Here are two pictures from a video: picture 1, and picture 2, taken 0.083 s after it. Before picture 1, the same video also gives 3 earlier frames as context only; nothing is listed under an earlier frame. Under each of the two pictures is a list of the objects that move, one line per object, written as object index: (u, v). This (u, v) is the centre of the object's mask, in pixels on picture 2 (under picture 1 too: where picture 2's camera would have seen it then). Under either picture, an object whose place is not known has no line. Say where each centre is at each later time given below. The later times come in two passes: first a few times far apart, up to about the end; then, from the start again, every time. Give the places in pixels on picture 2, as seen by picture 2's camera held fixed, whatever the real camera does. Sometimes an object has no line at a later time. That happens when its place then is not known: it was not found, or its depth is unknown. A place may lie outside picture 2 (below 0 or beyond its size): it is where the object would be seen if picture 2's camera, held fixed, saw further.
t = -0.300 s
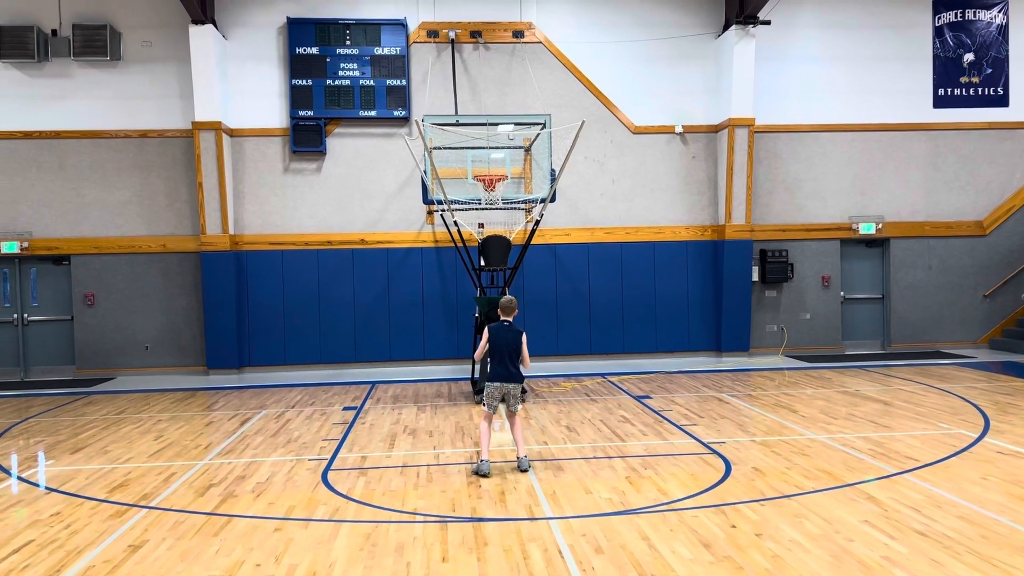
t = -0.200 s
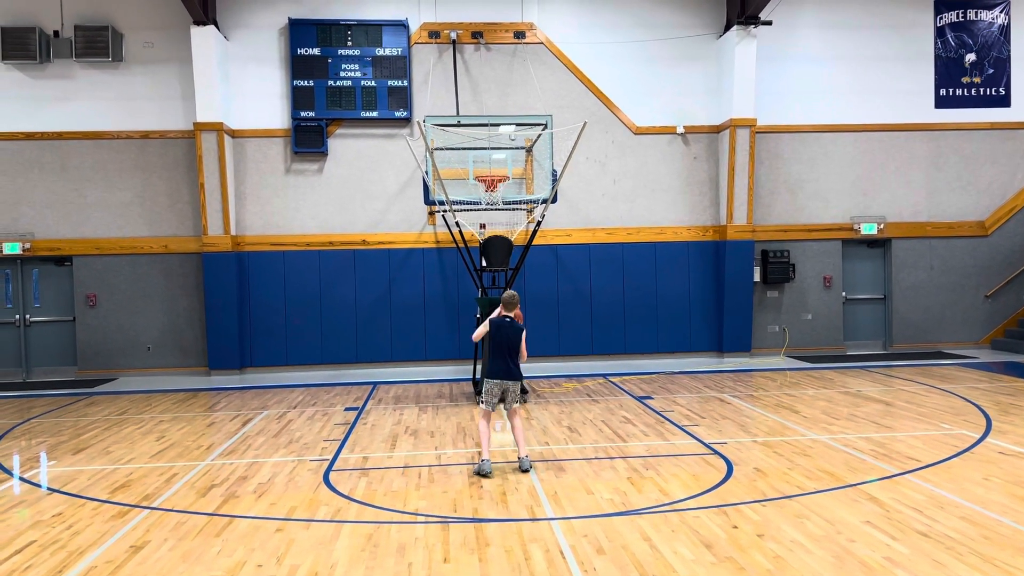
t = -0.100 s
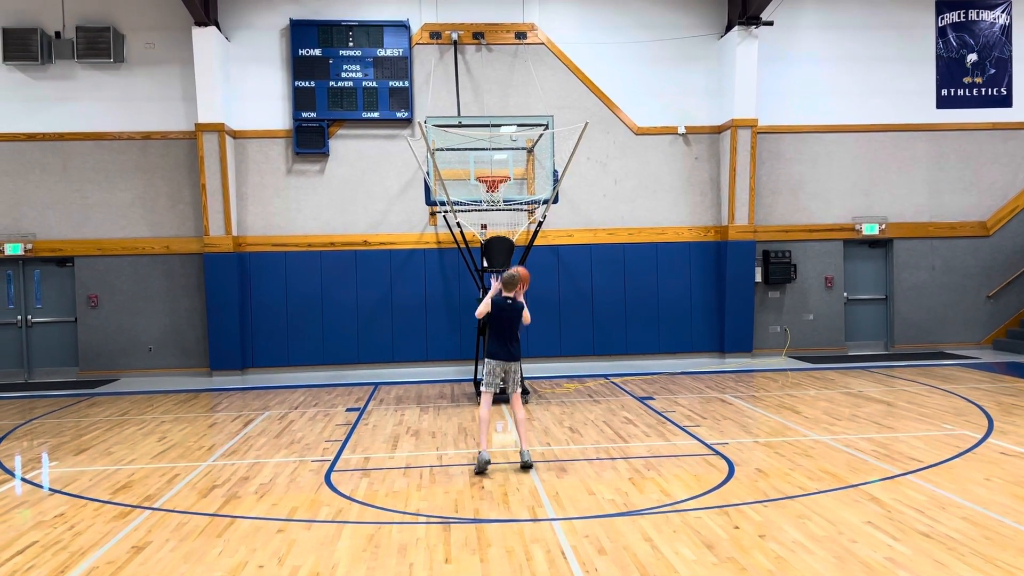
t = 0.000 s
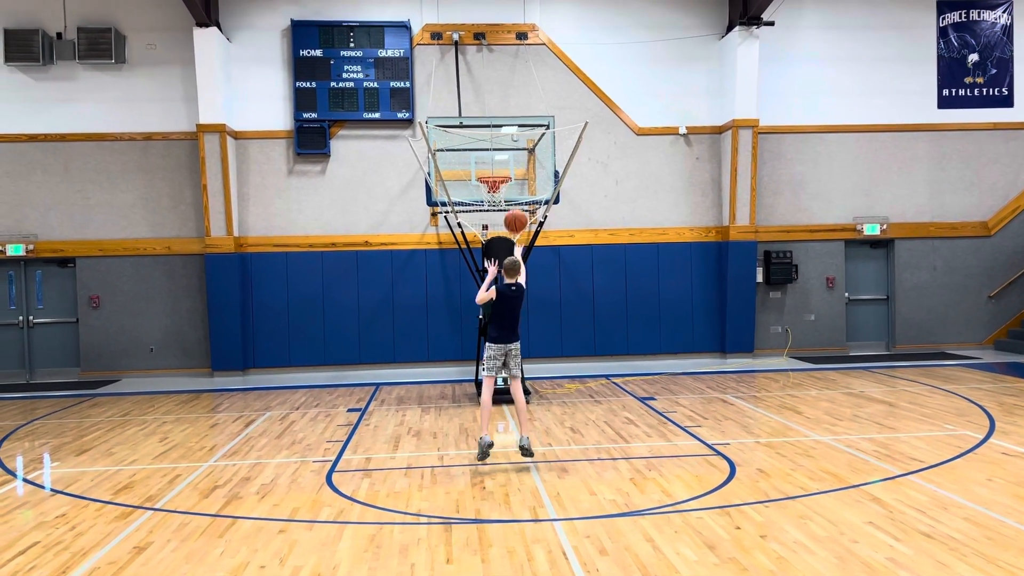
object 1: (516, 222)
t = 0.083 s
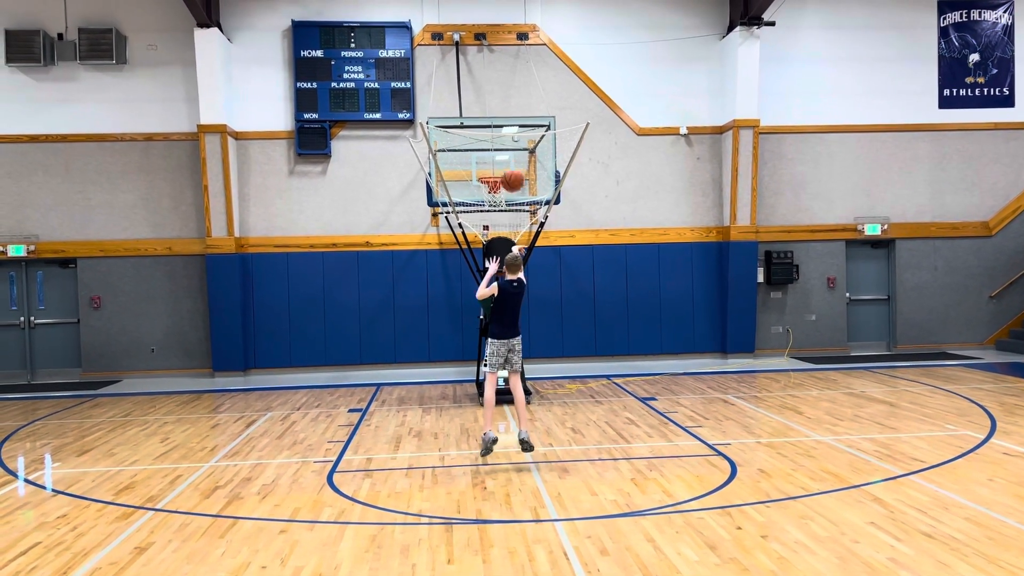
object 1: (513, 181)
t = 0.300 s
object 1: (503, 114)
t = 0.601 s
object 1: (494, 103)
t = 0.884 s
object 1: (490, 153)
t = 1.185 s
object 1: (496, 209)
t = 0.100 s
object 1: (512, 172)
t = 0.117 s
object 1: (511, 166)
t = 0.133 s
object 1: (510, 160)
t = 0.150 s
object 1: (509, 154)
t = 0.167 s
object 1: (509, 147)
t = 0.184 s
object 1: (508, 143)
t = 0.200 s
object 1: (507, 138)
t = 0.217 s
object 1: (506, 133)
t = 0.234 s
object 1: (506, 129)
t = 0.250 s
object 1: (505, 124)
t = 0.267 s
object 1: (504, 120)
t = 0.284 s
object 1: (504, 117)
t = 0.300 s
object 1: (503, 114)
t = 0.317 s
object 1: (502, 112)
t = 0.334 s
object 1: (502, 109)
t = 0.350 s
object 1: (501, 106)
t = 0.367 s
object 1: (501, 104)
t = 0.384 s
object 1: (500, 103)
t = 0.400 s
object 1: (500, 101)
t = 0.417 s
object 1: (499, 100)
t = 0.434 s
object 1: (499, 99)
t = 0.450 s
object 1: (498, 98)
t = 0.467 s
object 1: (498, 98)
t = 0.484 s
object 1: (497, 98)
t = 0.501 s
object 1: (497, 98)
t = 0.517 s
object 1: (497, 98)
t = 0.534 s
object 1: (496, 98)
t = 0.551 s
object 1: (496, 99)
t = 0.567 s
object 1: (495, 100)
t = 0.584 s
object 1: (495, 101)
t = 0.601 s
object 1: (494, 103)
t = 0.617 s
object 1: (494, 104)
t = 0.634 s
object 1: (494, 106)
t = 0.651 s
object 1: (493, 108)
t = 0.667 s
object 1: (493, 110)
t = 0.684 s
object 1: (493, 112)
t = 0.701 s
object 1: (492, 114)
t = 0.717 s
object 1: (492, 117)
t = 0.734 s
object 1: (492, 120)
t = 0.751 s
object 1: (492, 123)
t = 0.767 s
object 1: (491, 125)
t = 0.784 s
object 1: (491, 130)
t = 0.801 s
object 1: (491, 133)
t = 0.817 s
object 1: (491, 137)
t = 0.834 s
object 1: (490, 141)
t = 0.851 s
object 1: (490, 145)
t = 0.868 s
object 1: (490, 149)
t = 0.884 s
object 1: (490, 153)
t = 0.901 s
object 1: (489, 158)
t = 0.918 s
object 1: (489, 163)
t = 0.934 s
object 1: (489, 167)
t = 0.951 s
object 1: (489, 171)
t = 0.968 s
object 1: (488, 173)
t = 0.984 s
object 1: (484, 183)
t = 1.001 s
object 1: (490, 187)
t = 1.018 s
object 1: (488, 193)
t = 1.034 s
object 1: (489, 195)
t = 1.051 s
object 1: (489, 197)
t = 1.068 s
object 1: (490, 199)
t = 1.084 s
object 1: (491, 200)
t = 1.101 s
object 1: (492, 200)
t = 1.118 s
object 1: (493, 202)
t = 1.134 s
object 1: (494, 202)
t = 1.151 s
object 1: (494, 204)
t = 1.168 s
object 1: (495, 206)
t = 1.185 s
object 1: (496, 209)
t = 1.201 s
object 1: (497, 212)
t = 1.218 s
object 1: (498, 214)
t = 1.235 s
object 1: (498, 217)
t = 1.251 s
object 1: (499, 220)
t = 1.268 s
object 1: (500, 222)
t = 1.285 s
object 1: (502, 225)
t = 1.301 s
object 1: (502, 228)
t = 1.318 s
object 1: (503, 229)
